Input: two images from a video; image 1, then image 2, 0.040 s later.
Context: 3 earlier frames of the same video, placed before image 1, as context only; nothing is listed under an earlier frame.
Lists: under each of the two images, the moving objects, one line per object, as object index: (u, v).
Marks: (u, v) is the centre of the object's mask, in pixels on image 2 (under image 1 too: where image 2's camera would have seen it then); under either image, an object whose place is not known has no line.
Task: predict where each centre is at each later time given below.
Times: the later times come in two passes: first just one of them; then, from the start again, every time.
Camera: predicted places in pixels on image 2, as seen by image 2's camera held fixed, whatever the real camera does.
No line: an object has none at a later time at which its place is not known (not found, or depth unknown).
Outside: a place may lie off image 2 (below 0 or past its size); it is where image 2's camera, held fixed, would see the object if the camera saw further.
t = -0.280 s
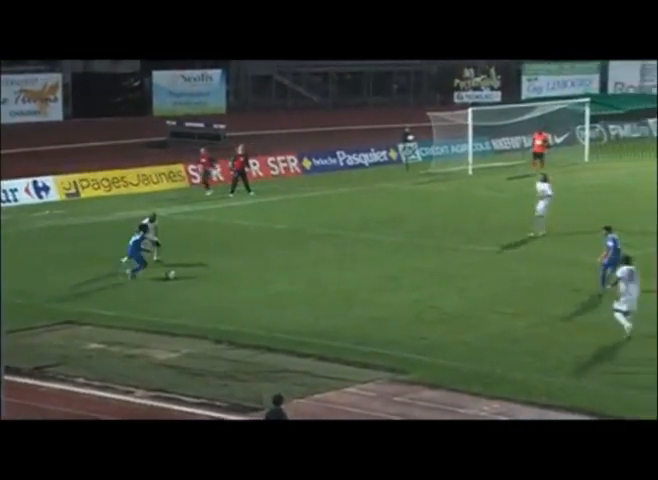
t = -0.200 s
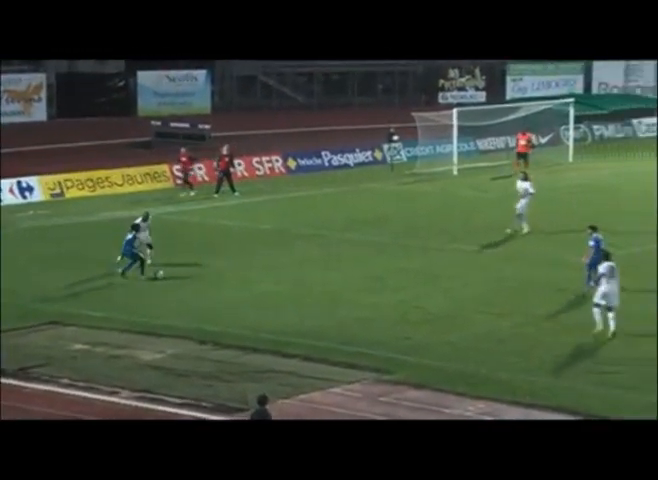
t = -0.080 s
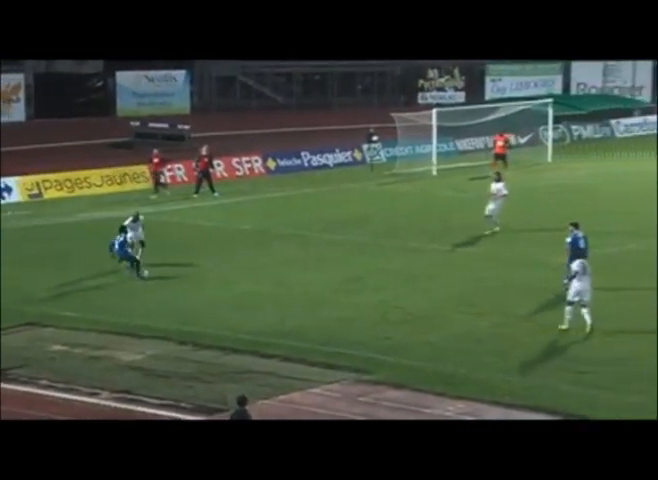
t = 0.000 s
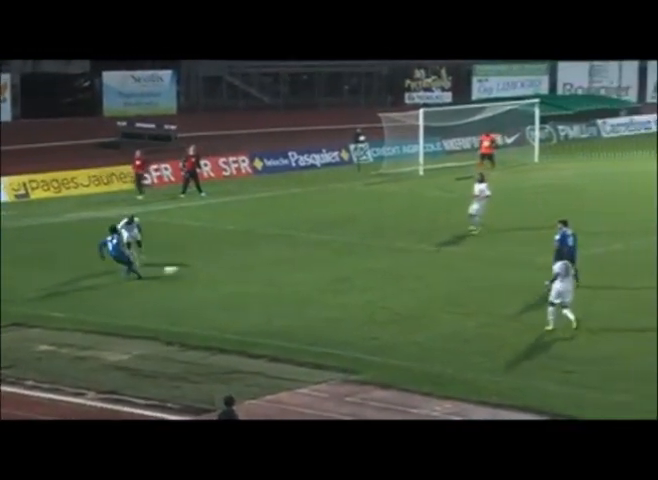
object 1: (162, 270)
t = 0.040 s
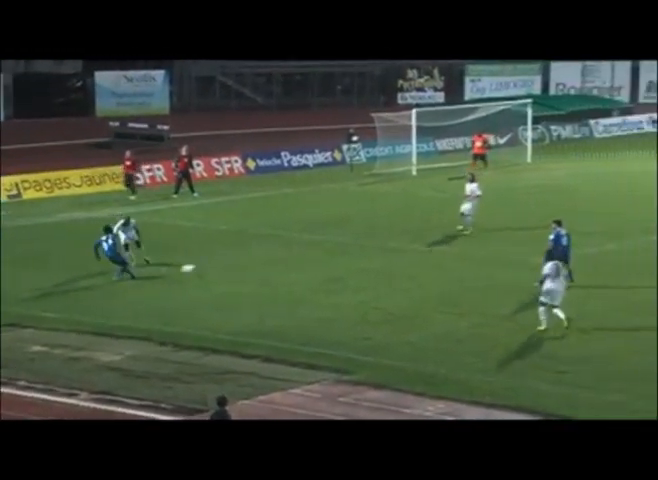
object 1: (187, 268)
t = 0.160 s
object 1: (261, 267)
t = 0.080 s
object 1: (211, 267)
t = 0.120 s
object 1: (237, 267)
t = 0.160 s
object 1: (261, 267)
